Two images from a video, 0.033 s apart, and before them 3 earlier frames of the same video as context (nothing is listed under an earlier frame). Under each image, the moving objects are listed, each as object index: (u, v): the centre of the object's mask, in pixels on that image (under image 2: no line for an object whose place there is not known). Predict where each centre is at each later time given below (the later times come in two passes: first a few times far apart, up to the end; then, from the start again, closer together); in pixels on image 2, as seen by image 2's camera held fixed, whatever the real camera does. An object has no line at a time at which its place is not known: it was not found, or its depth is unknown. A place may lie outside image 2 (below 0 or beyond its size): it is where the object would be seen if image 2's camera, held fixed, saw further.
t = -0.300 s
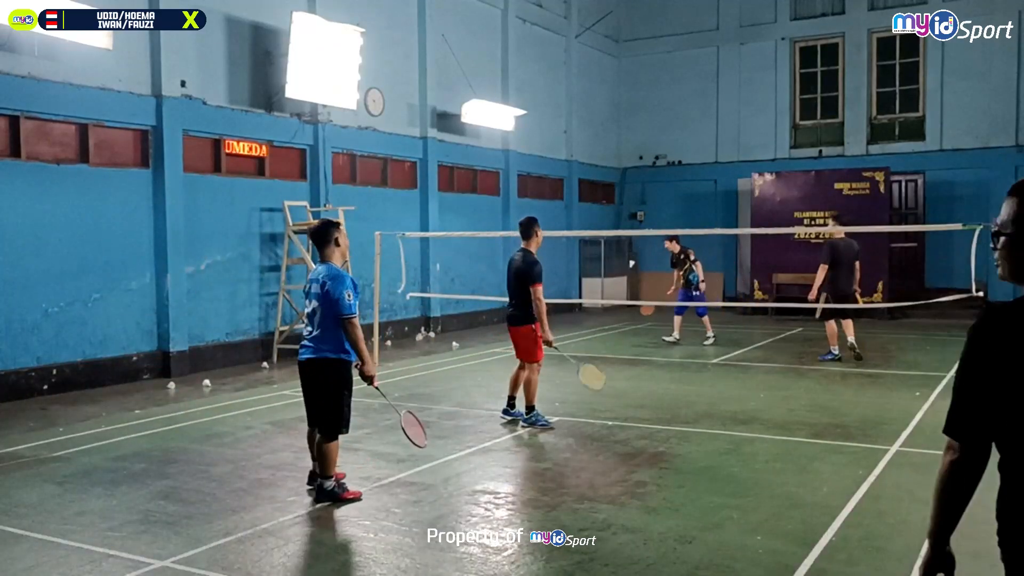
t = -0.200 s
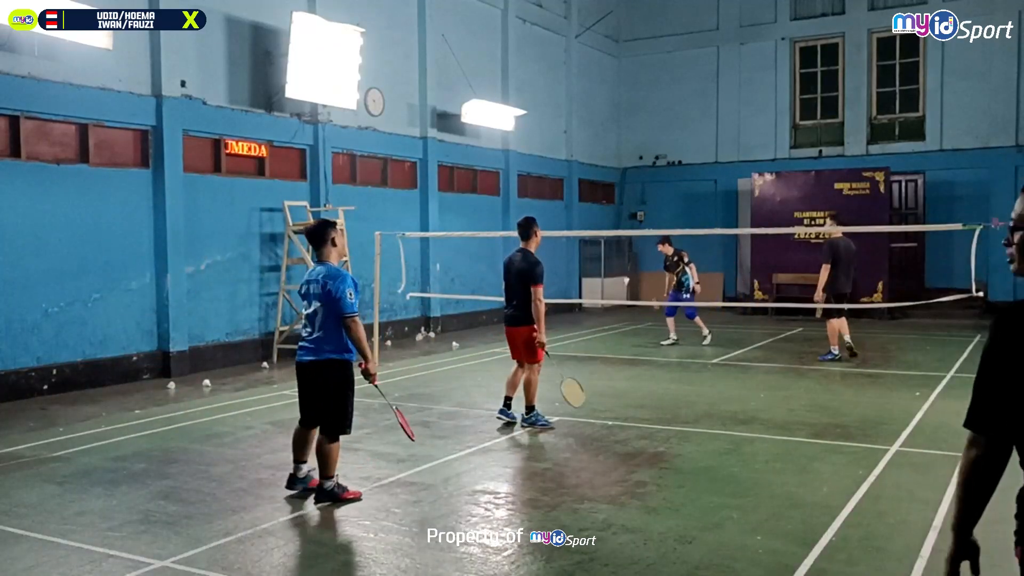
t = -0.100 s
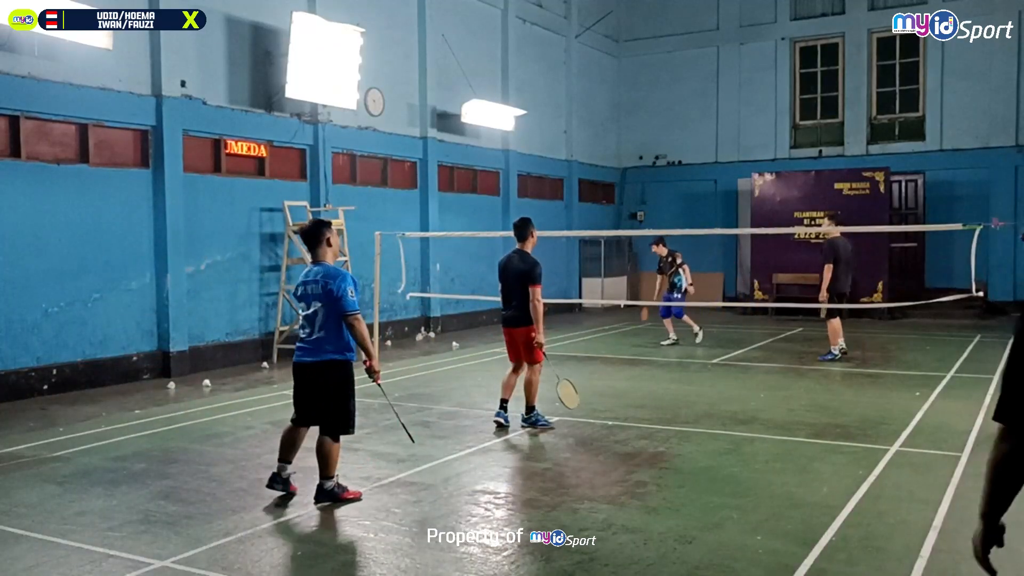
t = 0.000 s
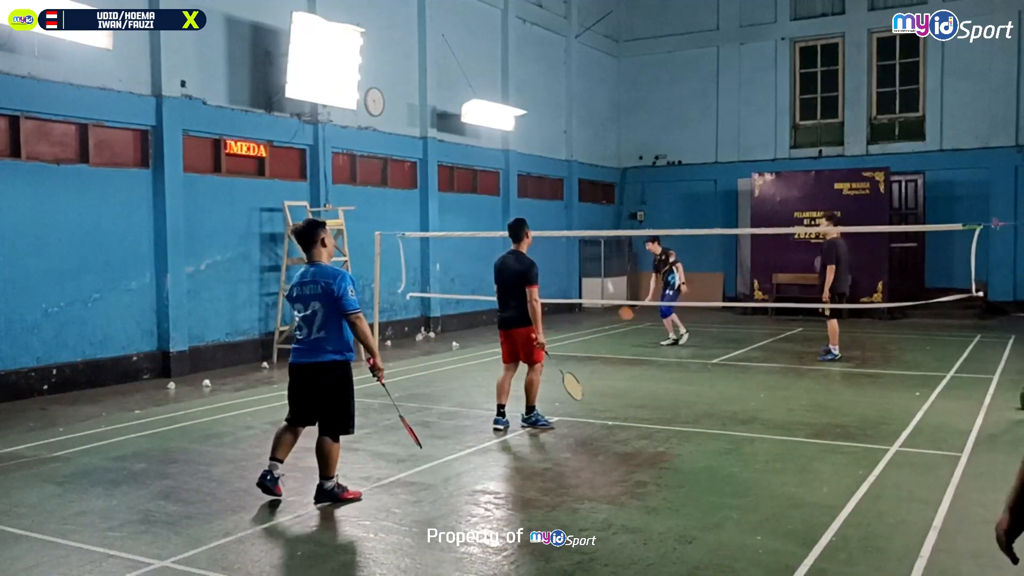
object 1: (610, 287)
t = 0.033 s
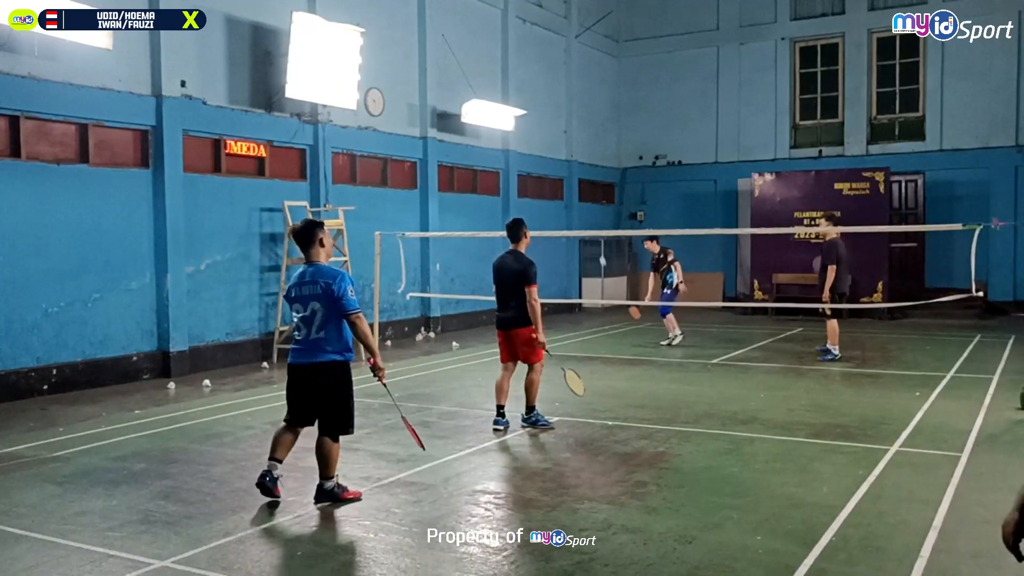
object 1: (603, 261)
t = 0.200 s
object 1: (575, 166)
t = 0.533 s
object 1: (529, 76)
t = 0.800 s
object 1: (491, 83)
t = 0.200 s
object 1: (575, 166)
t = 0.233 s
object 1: (570, 152)
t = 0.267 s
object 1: (566, 139)
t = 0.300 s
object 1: (561, 127)
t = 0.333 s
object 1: (556, 116)
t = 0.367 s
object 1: (552, 107)
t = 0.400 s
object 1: (547, 99)
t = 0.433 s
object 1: (542, 91)
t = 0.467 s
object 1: (538, 85)
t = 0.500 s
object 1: (534, 81)
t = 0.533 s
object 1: (529, 76)
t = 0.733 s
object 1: (501, 74)
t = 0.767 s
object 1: (496, 78)
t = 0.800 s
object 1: (491, 83)
